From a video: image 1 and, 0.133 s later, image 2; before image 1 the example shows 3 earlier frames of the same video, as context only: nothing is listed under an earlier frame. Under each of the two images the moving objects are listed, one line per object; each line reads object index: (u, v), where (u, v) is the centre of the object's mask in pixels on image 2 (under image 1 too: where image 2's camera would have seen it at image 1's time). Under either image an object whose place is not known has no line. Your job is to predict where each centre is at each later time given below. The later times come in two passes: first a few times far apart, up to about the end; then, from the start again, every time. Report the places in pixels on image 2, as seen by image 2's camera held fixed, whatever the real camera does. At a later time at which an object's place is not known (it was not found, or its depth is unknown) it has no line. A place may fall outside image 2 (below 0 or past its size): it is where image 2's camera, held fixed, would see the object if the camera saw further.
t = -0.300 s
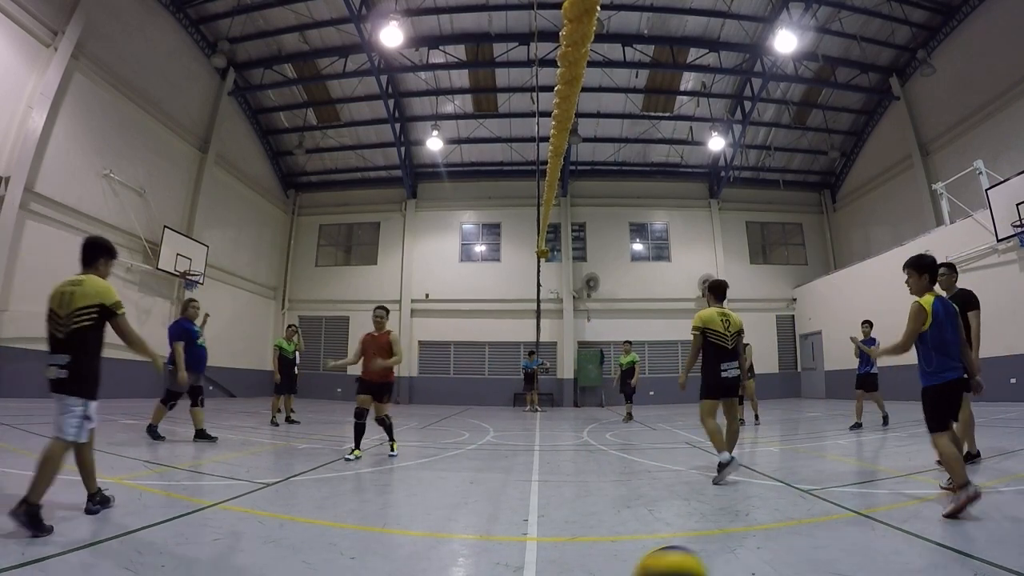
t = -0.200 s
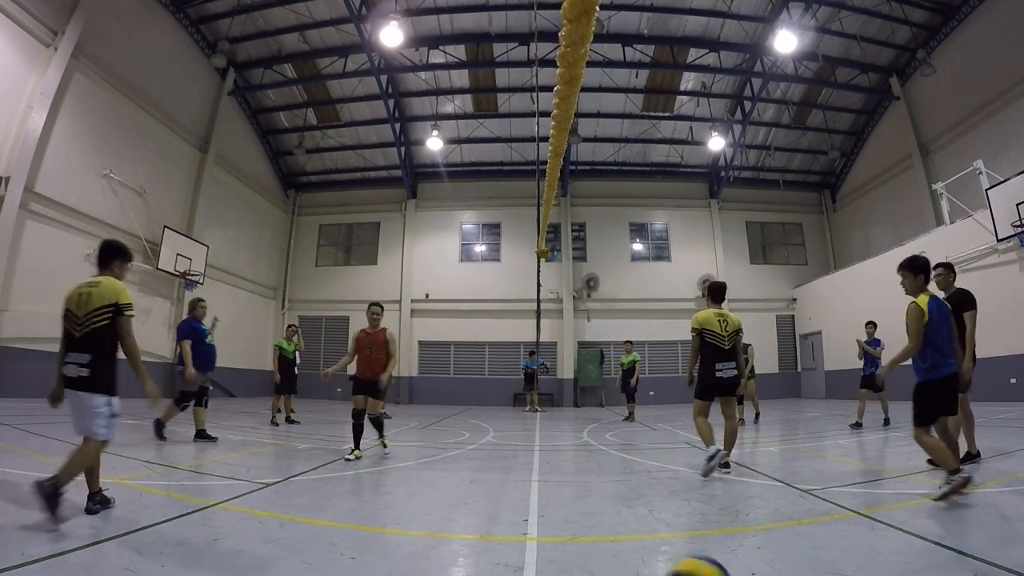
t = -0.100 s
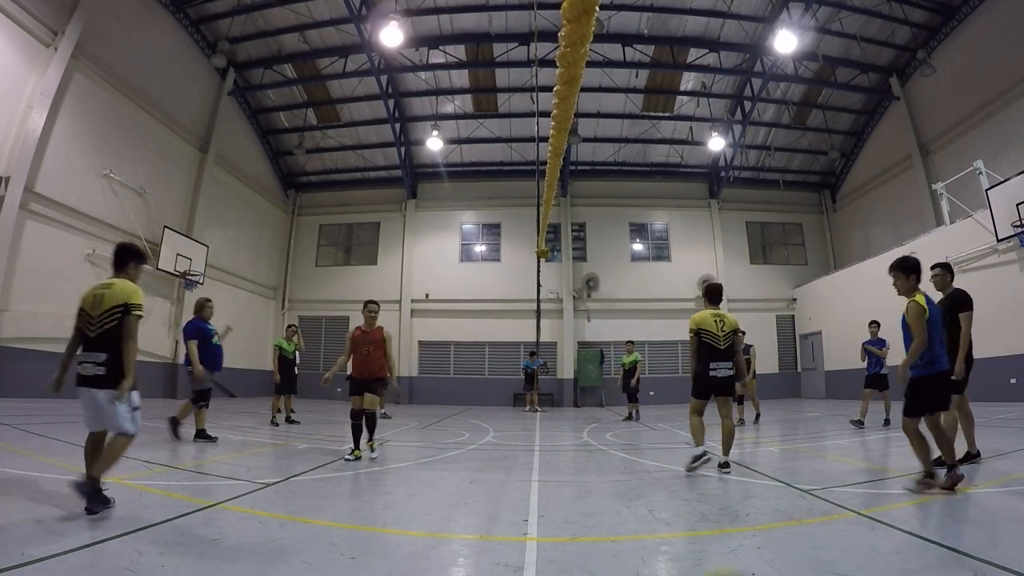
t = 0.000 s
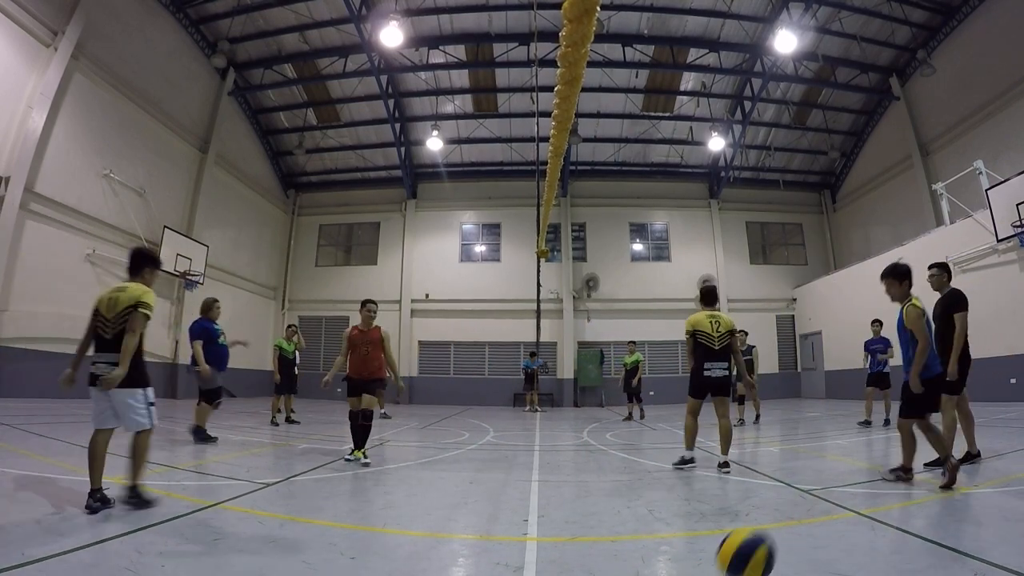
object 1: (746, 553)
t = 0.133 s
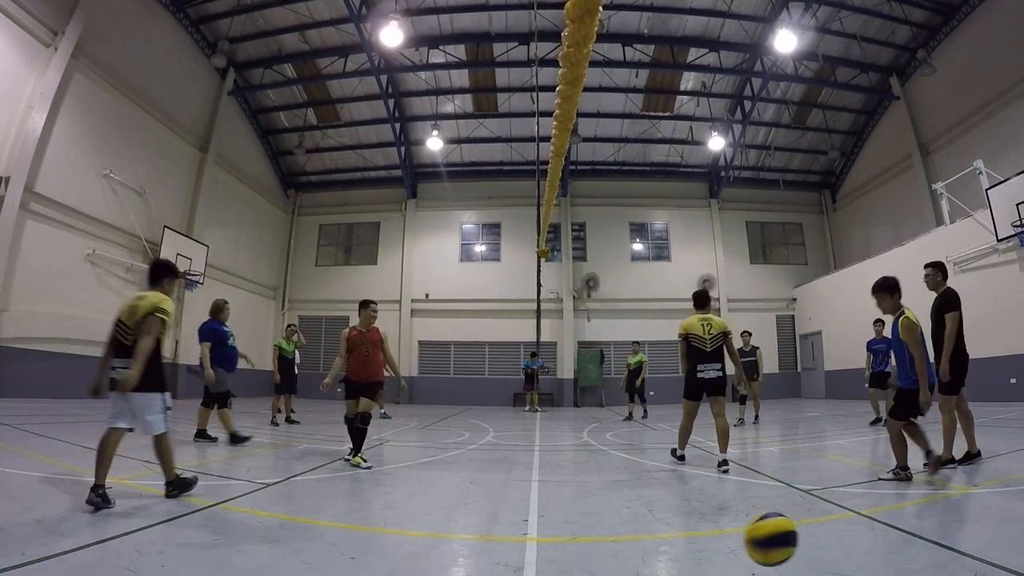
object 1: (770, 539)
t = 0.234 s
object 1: (785, 552)
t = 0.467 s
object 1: (816, 515)
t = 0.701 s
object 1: (840, 505)
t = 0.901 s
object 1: (856, 508)
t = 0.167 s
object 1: (775, 541)
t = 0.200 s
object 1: (780, 547)
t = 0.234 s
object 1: (785, 552)
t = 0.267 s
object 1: (788, 556)
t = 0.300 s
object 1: (794, 546)
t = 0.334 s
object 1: (800, 535)
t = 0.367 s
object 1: (804, 527)
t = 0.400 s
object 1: (808, 521)
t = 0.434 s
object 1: (813, 516)
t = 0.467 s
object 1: (816, 515)
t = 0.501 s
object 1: (820, 515)
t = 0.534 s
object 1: (823, 517)
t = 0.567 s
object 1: (826, 522)
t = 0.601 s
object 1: (829, 528)
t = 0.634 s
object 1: (833, 520)
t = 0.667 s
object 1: (837, 512)
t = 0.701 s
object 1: (840, 505)
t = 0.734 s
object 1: (843, 501)
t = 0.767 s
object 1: (846, 499)
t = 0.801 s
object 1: (849, 498)
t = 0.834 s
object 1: (851, 500)
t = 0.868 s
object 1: (853, 503)
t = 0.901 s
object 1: (856, 508)
